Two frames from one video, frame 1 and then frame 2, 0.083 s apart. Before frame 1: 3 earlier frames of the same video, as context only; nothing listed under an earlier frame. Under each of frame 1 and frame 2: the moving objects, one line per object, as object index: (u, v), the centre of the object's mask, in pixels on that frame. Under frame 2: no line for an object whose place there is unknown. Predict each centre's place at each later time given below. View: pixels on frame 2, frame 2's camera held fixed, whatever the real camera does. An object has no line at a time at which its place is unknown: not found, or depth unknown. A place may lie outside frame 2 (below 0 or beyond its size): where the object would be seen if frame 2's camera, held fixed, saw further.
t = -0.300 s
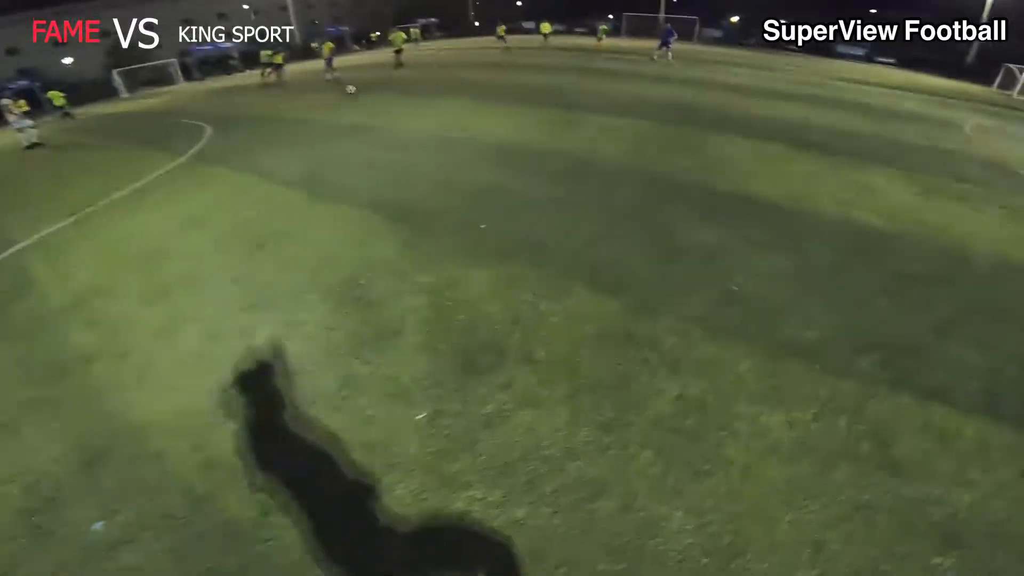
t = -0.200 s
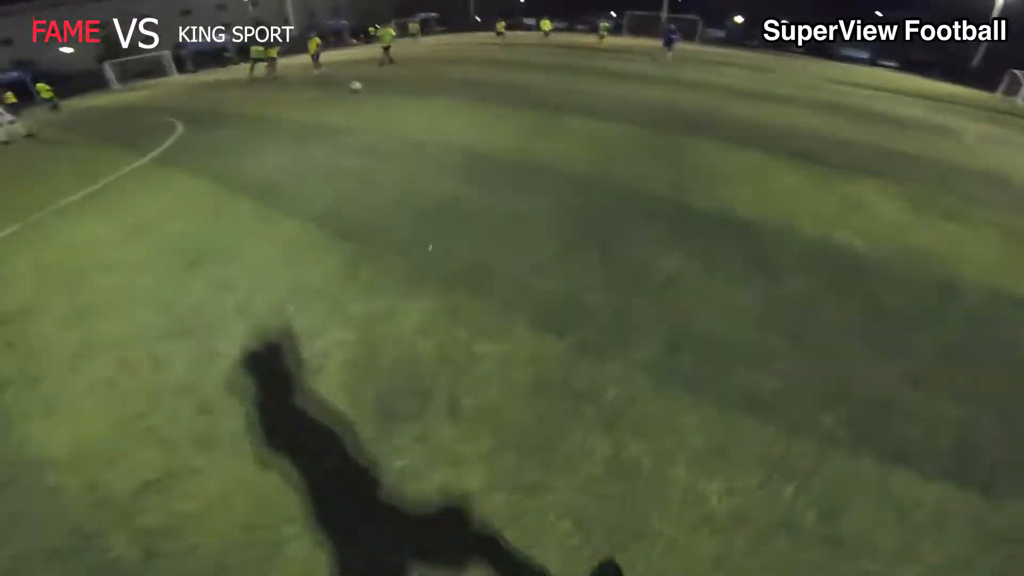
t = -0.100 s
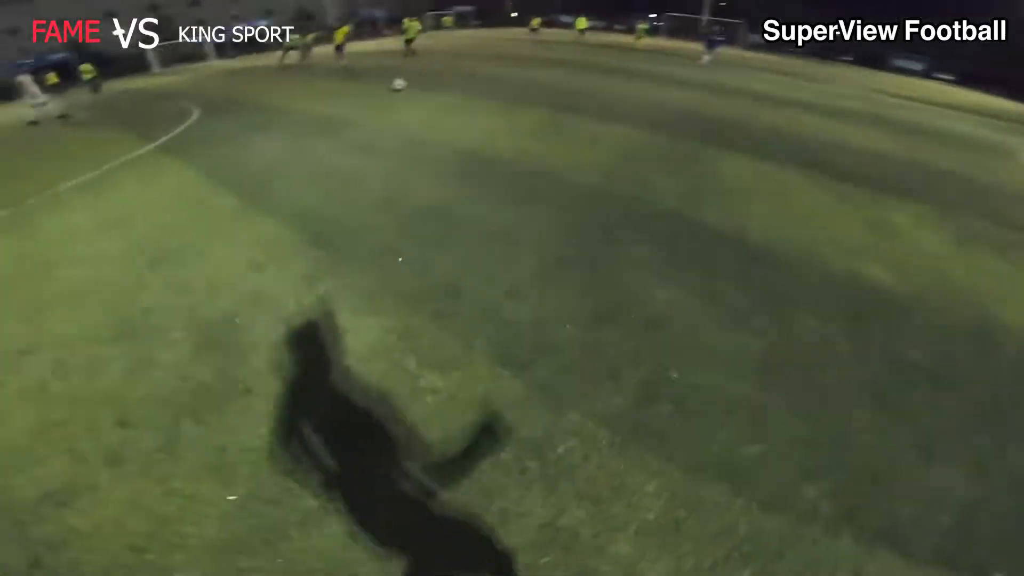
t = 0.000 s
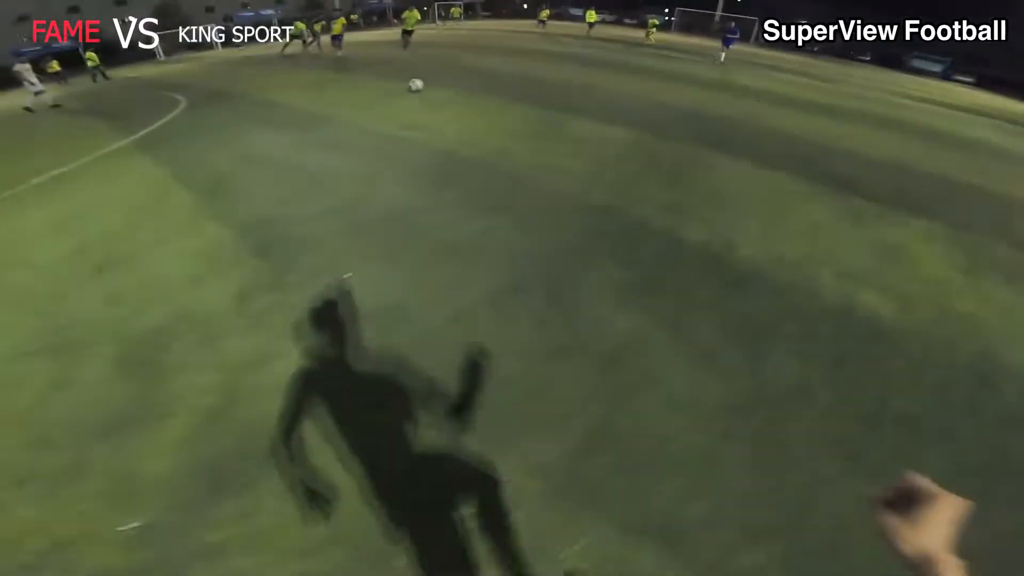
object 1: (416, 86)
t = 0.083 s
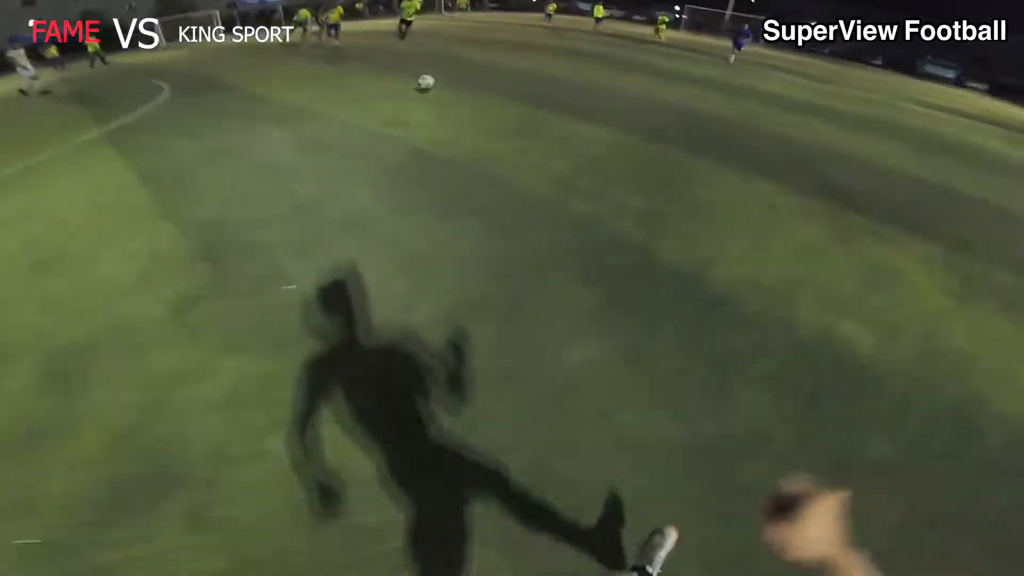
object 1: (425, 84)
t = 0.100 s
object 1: (429, 86)
